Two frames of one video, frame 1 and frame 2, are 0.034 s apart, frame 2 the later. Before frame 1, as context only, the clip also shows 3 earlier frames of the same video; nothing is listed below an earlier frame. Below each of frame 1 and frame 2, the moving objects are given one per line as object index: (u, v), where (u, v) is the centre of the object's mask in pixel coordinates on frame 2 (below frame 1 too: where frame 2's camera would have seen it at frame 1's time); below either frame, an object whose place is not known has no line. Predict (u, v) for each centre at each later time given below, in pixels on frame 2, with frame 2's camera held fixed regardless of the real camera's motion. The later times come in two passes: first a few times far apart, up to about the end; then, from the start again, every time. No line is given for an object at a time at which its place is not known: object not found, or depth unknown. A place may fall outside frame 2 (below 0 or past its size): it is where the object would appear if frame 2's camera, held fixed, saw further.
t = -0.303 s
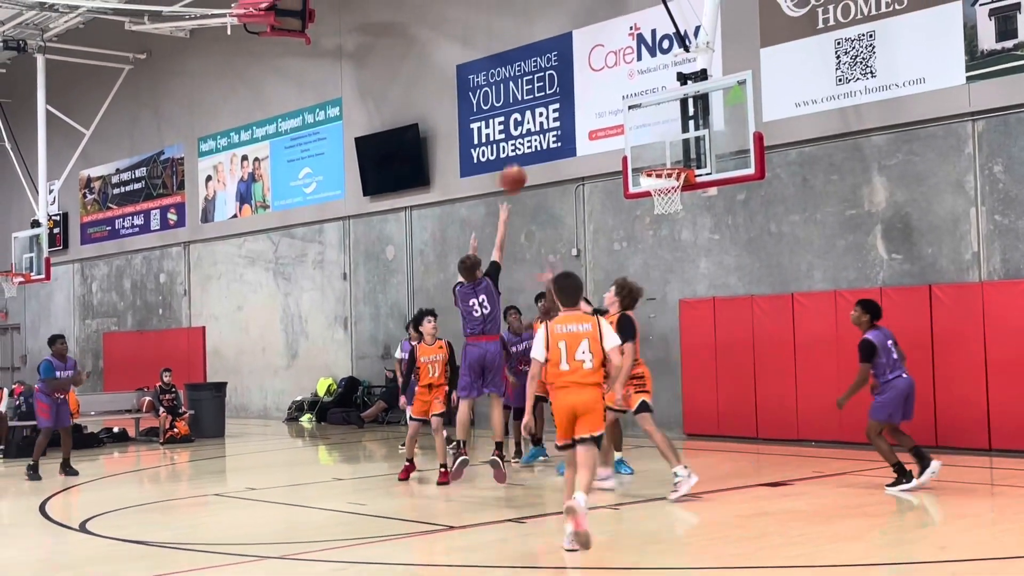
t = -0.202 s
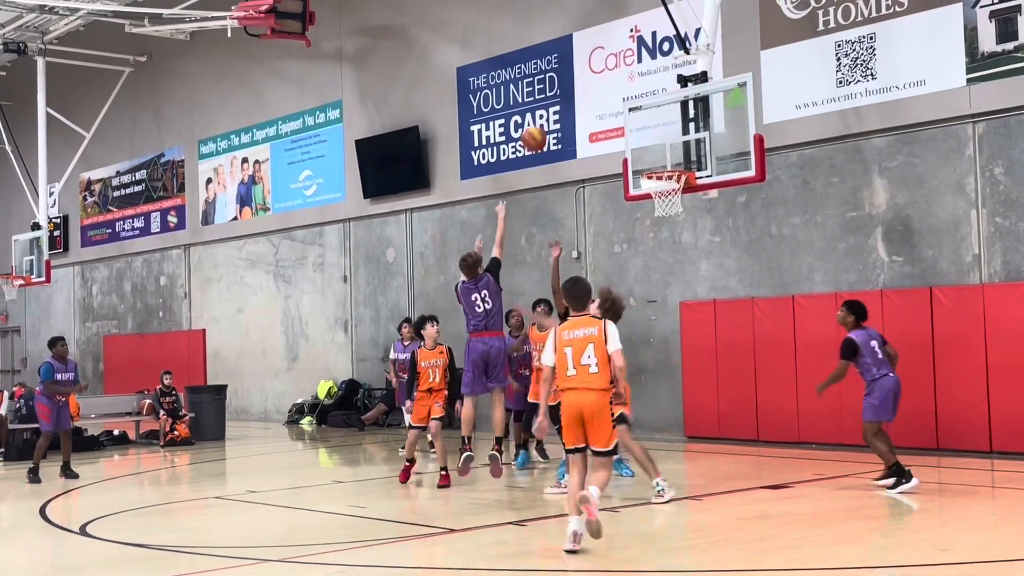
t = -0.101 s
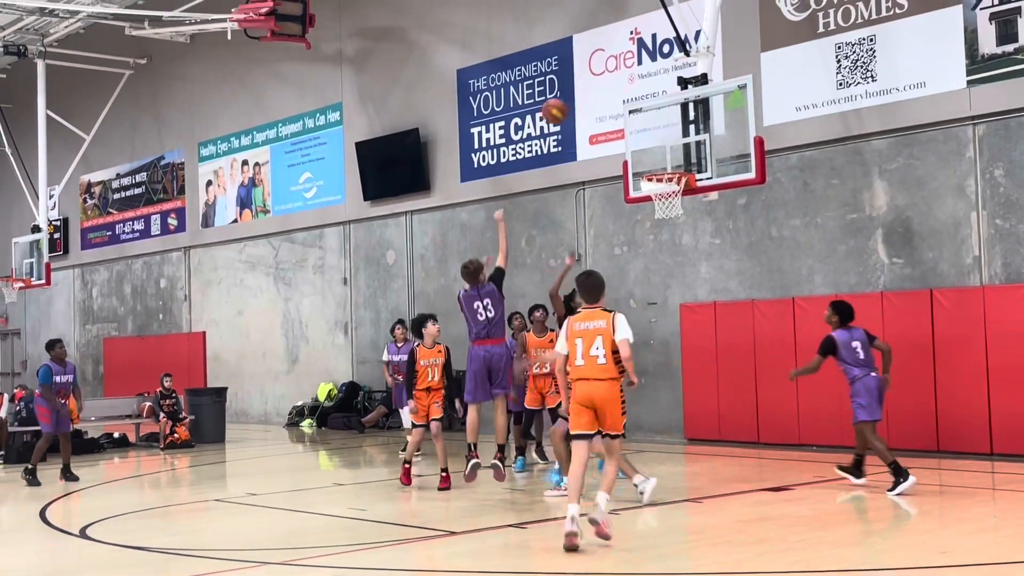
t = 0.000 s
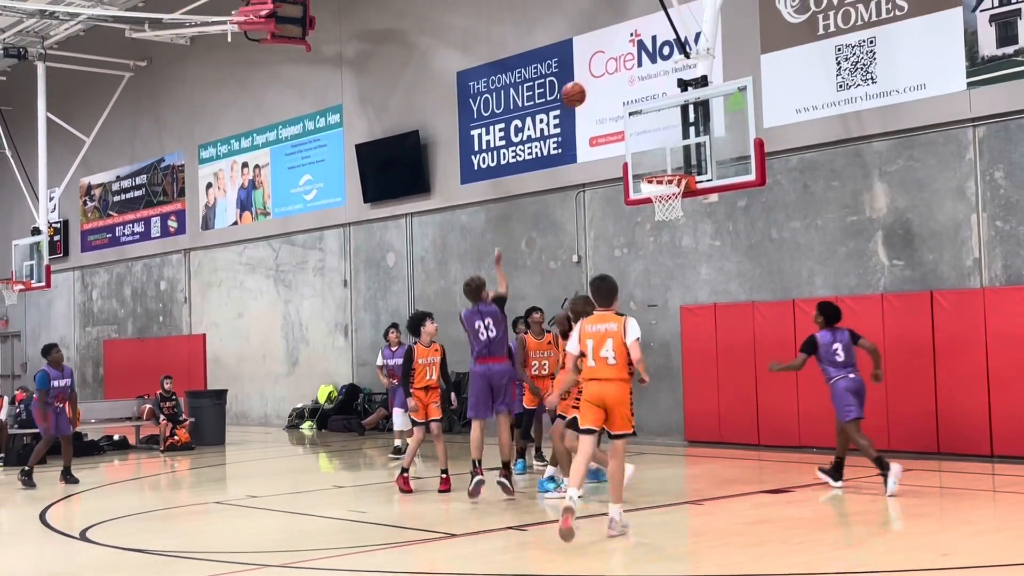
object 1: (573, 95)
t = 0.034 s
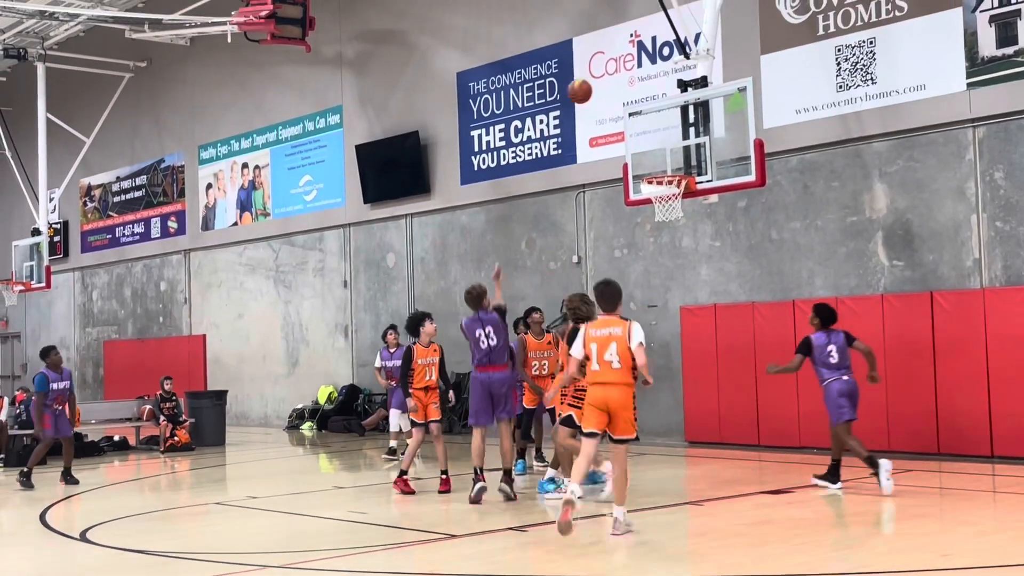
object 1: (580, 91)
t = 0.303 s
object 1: (628, 100)
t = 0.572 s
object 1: (673, 172)
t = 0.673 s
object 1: (664, 203)
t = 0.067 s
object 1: (586, 89)
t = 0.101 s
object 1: (592, 87)
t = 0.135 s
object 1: (598, 86)
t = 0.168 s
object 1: (604, 87)
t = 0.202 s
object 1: (611, 89)
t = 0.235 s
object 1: (617, 92)
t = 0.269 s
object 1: (623, 96)
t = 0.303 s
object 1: (628, 100)
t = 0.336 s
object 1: (634, 106)
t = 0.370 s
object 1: (640, 113)
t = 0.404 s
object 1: (646, 121)
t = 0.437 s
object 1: (652, 130)
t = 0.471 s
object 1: (657, 140)
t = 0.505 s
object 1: (663, 151)
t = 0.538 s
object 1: (669, 162)
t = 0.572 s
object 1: (673, 172)
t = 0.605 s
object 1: (673, 184)
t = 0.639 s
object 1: (664, 192)
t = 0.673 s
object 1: (664, 203)
